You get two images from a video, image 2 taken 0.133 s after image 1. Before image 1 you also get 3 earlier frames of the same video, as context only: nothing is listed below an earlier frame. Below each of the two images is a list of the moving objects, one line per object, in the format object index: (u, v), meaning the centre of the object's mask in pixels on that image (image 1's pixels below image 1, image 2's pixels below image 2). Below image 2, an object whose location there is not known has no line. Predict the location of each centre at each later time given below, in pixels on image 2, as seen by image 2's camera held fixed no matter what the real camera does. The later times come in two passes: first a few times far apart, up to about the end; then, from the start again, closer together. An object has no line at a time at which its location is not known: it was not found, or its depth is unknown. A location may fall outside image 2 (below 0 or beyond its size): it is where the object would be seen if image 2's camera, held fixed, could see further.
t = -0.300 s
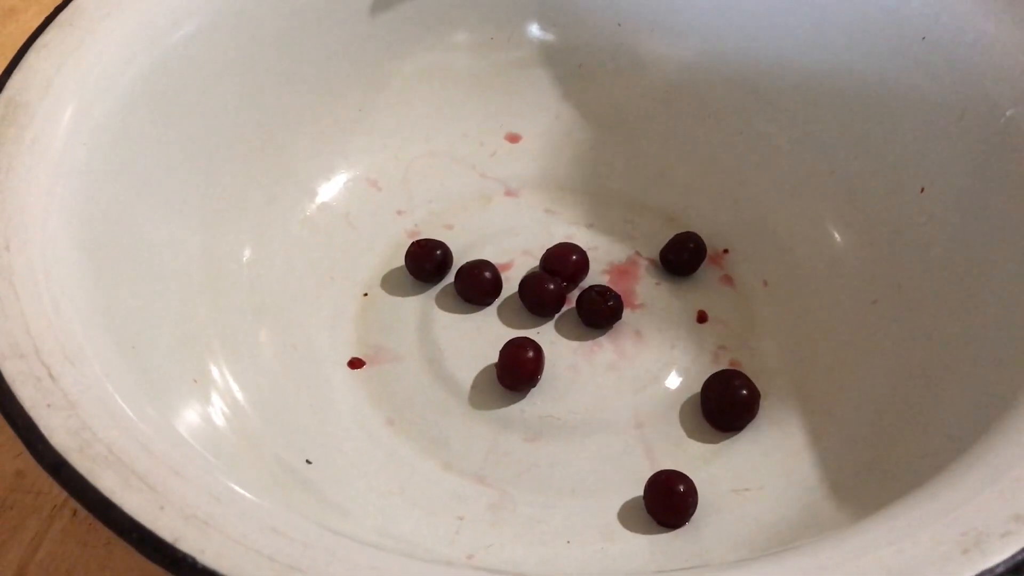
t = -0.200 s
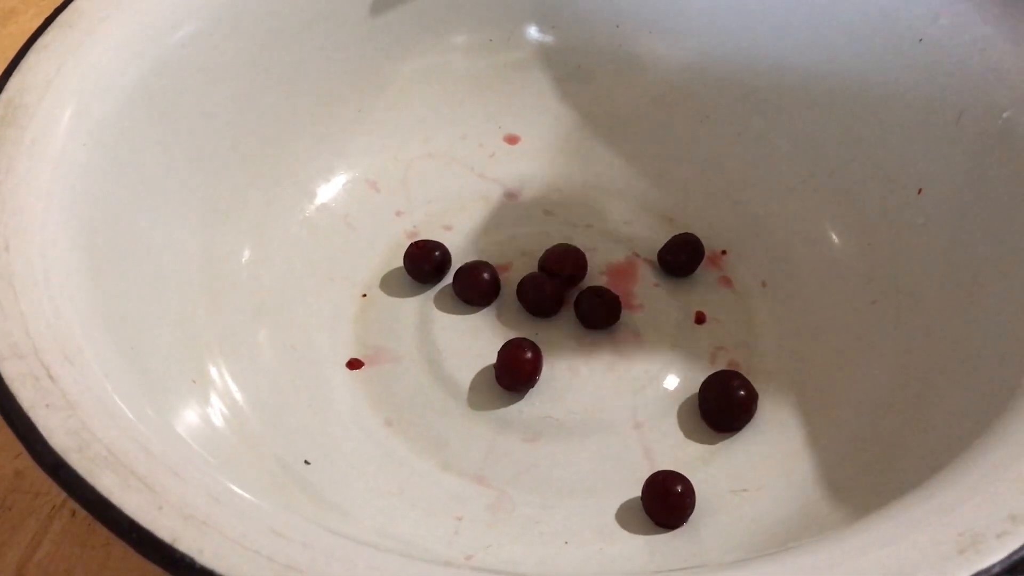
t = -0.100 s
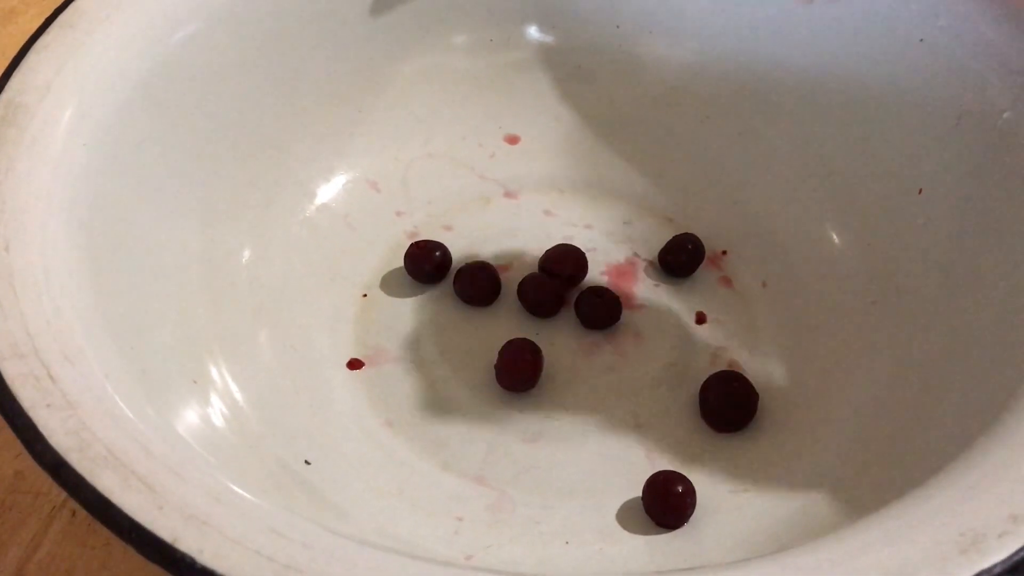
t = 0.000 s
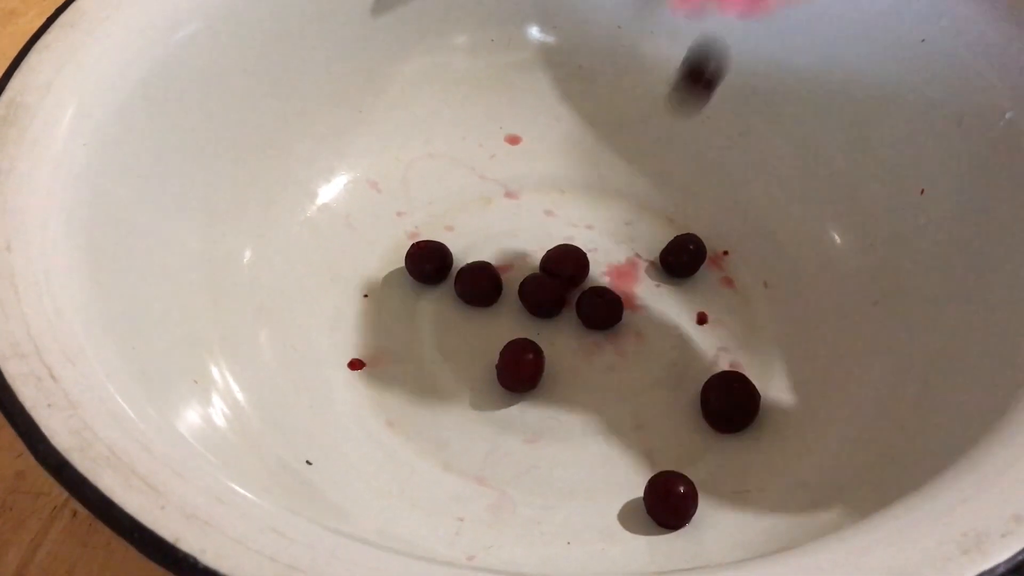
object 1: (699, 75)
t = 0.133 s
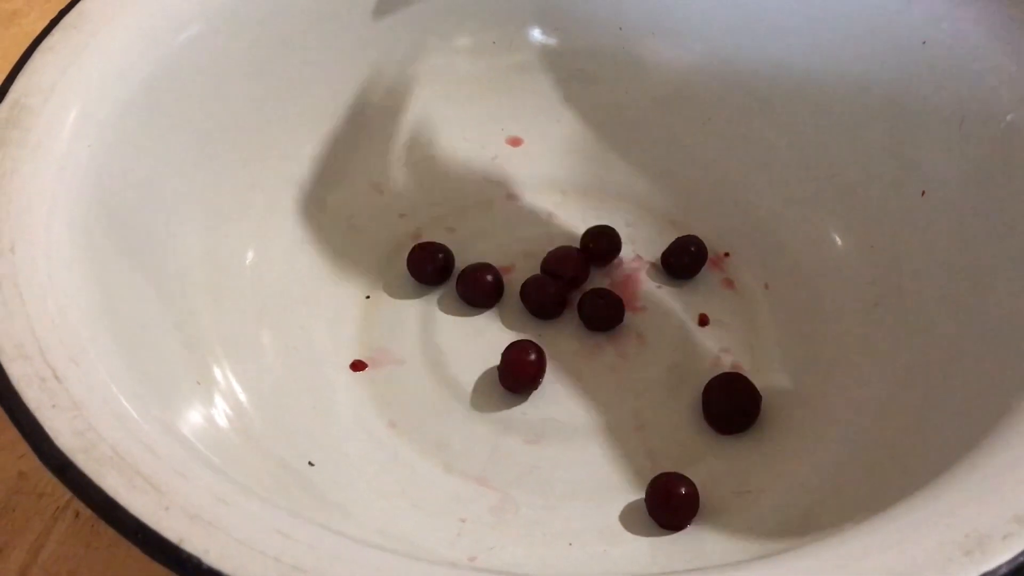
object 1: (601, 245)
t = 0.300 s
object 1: (596, 220)
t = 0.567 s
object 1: (590, 193)
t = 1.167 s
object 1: (590, 194)
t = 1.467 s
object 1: (590, 194)
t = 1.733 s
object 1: (590, 194)
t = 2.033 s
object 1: (590, 194)
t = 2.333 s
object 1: (590, 194)
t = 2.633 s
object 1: (590, 194)
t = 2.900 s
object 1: (590, 194)
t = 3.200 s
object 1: (590, 194)
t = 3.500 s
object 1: (590, 194)
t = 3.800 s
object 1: (590, 194)
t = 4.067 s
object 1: (590, 194)
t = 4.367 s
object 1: (590, 194)
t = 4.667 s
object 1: (590, 194)
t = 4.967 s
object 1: (590, 194)
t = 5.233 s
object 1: (590, 194)
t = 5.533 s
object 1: (590, 194)
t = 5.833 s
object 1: (590, 194)
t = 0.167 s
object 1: (602, 243)
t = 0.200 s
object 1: (602, 236)
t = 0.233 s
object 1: (598, 230)
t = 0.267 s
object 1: (596, 224)
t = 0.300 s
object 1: (596, 220)
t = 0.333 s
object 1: (597, 214)
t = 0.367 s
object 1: (599, 207)
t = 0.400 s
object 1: (600, 201)
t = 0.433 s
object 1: (600, 194)
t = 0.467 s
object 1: (596, 190)
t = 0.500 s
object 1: (591, 193)
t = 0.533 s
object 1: (589, 194)
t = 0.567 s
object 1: (590, 193)
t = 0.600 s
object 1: (590, 193)
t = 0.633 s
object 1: (590, 193)
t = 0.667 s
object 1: (590, 193)
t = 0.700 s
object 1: (590, 193)
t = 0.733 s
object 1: (590, 193)
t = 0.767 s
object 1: (590, 194)
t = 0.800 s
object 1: (590, 193)
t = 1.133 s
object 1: (590, 194)
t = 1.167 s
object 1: (590, 194)
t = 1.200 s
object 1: (590, 194)
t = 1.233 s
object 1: (590, 194)
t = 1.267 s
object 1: (590, 194)
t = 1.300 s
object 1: (590, 194)
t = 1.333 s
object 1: (590, 194)
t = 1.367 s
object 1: (590, 194)
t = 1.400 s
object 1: (590, 194)
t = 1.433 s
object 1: (590, 194)
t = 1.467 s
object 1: (590, 194)
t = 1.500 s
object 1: (590, 194)
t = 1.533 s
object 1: (590, 194)
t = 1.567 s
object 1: (590, 194)
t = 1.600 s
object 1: (590, 194)
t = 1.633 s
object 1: (590, 194)
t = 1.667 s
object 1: (590, 194)
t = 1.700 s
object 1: (590, 194)
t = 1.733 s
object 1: (590, 194)
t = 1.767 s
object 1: (590, 194)
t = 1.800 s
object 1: (590, 194)
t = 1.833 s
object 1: (590, 194)
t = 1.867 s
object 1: (590, 194)
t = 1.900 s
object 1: (590, 194)
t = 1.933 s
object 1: (590, 194)
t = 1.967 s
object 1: (590, 194)
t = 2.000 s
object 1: (590, 194)
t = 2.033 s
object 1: (590, 194)
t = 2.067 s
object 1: (590, 194)
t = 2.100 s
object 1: (590, 194)
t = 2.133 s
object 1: (590, 194)
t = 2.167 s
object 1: (590, 194)
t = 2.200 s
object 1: (590, 194)
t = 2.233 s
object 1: (590, 194)
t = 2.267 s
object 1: (590, 194)
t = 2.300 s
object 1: (590, 194)
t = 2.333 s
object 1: (590, 194)
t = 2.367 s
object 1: (590, 194)
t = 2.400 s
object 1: (590, 194)
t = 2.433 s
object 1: (590, 194)
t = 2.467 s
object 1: (590, 194)
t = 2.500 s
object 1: (590, 194)
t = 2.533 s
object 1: (590, 194)
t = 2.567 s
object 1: (590, 194)
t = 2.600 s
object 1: (590, 194)
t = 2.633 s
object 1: (590, 194)
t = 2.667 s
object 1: (590, 194)
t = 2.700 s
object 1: (590, 194)
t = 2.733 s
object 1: (590, 194)
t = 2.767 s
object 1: (590, 194)
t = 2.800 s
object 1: (590, 194)
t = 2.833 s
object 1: (590, 194)
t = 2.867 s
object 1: (591, 194)
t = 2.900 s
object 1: (590, 194)
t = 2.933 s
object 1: (590, 194)
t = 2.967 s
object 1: (590, 194)
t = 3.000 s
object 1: (590, 194)
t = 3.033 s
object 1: (590, 194)
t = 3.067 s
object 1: (590, 194)
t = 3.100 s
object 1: (590, 194)
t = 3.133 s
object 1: (590, 194)
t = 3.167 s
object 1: (590, 194)
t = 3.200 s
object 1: (590, 194)
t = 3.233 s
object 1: (590, 194)
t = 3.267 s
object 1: (590, 194)
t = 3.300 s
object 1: (590, 194)
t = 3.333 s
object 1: (590, 194)
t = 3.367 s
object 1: (590, 194)
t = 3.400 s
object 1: (590, 194)
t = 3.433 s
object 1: (590, 194)
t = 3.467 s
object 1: (590, 194)
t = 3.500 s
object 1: (590, 194)
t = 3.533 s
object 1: (590, 194)
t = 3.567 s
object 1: (590, 194)
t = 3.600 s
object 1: (590, 194)
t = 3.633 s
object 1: (590, 194)
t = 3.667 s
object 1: (590, 194)
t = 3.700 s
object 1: (590, 194)
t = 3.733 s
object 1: (590, 194)
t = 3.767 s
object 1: (590, 194)
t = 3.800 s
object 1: (590, 194)
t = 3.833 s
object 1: (590, 194)
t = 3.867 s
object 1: (590, 194)
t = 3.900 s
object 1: (590, 194)
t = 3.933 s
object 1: (590, 194)
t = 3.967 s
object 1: (590, 194)
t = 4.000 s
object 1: (590, 194)
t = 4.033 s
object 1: (590, 194)
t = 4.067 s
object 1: (590, 194)
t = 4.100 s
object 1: (590, 194)
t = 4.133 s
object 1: (590, 194)
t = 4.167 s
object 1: (590, 194)
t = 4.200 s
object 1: (590, 194)
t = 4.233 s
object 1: (590, 194)
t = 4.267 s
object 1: (590, 194)
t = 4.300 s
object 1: (590, 194)
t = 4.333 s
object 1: (590, 194)
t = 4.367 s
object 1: (590, 194)
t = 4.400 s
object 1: (590, 194)
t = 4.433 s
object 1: (590, 194)
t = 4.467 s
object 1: (590, 194)
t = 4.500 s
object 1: (590, 194)
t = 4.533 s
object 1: (590, 194)
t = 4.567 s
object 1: (590, 194)
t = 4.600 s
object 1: (590, 194)
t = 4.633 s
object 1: (590, 194)
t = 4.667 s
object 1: (590, 194)
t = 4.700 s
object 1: (590, 194)
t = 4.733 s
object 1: (590, 194)
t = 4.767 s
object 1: (590, 194)
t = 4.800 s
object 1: (590, 194)
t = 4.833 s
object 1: (590, 194)
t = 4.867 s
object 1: (590, 194)
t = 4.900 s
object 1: (590, 194)
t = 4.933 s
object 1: (590, 194)
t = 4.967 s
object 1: (590, 194)
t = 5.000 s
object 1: (590, 194)
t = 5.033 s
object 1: (590, 194)
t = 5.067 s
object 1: (590, 194)
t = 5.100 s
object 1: (590, 194)
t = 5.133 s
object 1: (590, 194)
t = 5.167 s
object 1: (590, 194)
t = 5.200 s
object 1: (590, 194)
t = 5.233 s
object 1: (590, 194)
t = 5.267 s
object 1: (590, 194)
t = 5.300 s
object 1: (590, 194)
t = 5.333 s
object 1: (590, 194)
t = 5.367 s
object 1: (590, 194)
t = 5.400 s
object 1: (590, 194)
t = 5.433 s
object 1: (590, 194)
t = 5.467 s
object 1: (590, 194)
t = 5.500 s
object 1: (590, 194)
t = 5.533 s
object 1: (590, 194)
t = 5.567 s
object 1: (590, 195)
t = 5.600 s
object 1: (590, 194)
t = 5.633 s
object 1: (590, 194)
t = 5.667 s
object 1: (590, 194)
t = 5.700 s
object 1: (590, 194)
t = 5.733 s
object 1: (590, 194)
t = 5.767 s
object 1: (590, 194)
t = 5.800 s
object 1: (590, 194)
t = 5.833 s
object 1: (590, 194)
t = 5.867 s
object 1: (590, 194)
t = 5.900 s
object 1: (590, 194)
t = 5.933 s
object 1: (590, 194)
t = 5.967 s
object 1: (590, 194)
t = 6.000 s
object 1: (590, 194)
